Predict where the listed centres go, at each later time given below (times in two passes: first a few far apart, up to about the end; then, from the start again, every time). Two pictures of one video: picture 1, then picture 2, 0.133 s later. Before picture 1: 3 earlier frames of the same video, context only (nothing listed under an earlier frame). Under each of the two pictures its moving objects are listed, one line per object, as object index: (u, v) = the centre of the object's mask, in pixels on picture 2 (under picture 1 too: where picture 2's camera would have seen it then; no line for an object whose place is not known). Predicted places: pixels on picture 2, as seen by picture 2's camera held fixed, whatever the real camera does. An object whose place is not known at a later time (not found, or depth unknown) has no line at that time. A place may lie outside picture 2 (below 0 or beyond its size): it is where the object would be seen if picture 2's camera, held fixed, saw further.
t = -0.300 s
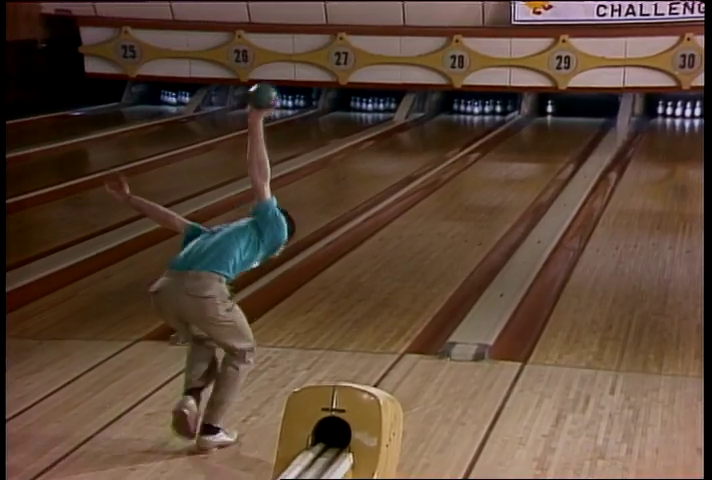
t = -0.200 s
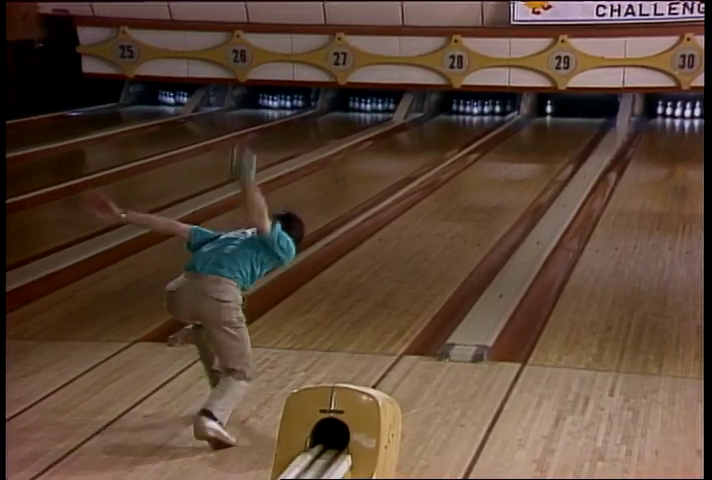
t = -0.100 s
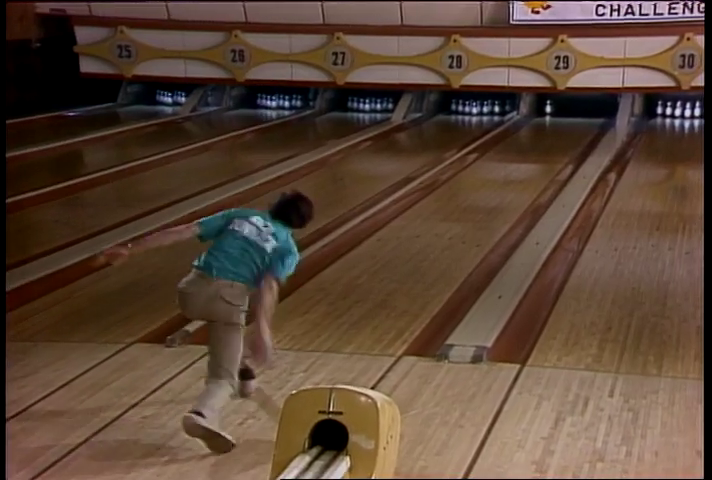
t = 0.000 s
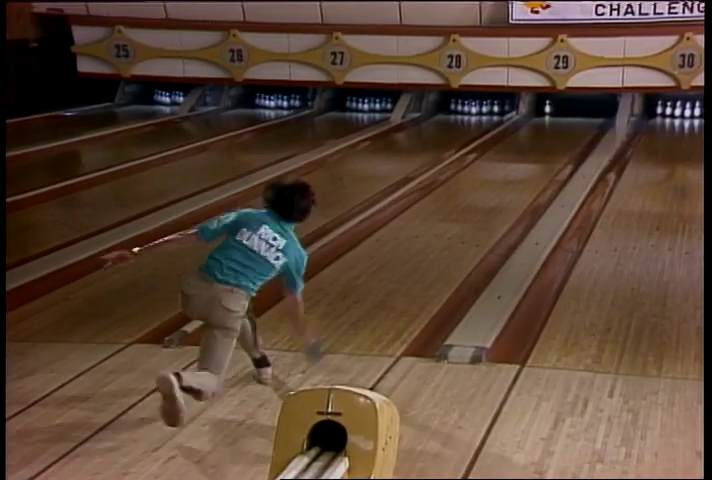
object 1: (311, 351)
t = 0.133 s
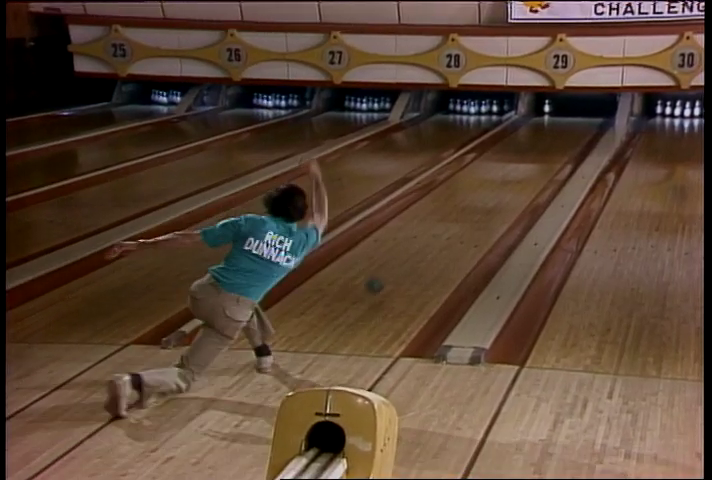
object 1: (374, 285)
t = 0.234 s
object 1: (407, 251)
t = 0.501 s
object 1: (464, 190)
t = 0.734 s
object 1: (497, 157)
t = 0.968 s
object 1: (521, 132)
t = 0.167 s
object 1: (387, 276)
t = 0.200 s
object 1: (396, 263)
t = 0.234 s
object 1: (407, 251)
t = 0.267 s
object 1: (416, 241)
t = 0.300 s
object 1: (424, 234)
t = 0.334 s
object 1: (432, 225)
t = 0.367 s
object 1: (440, 217)
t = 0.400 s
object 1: (446, 211)
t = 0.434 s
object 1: (453, 203)
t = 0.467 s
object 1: (459, 197)
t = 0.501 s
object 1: (464, 190)
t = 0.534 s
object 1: (470, 185)
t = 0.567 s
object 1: (475, 180)
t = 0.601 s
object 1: (480, 174)
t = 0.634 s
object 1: (485, 170)
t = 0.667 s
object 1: (489, 166)
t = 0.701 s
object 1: (493, 160)
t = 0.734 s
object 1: (497, 157)
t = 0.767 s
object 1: (501, 152)
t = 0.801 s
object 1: (505, 148)
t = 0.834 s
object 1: (509, 144)
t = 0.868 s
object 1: (513, 141)
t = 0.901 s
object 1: (516, 138)
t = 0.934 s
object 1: (519, 134)
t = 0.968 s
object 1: (521, 132)
